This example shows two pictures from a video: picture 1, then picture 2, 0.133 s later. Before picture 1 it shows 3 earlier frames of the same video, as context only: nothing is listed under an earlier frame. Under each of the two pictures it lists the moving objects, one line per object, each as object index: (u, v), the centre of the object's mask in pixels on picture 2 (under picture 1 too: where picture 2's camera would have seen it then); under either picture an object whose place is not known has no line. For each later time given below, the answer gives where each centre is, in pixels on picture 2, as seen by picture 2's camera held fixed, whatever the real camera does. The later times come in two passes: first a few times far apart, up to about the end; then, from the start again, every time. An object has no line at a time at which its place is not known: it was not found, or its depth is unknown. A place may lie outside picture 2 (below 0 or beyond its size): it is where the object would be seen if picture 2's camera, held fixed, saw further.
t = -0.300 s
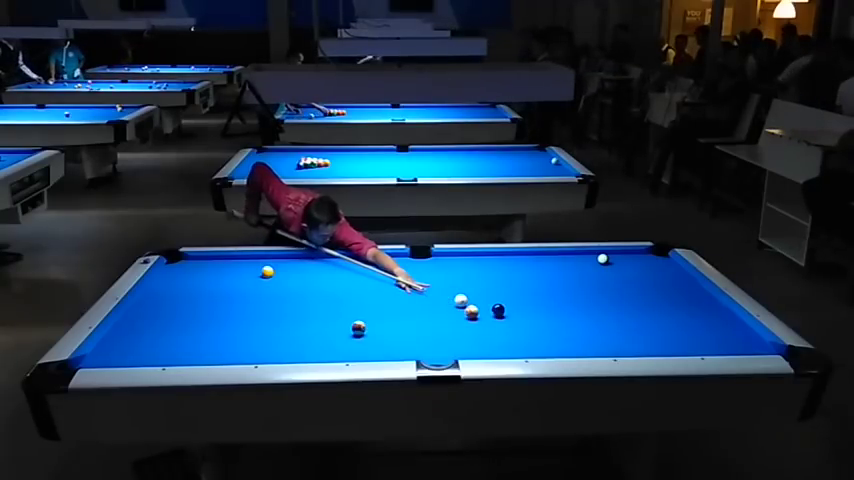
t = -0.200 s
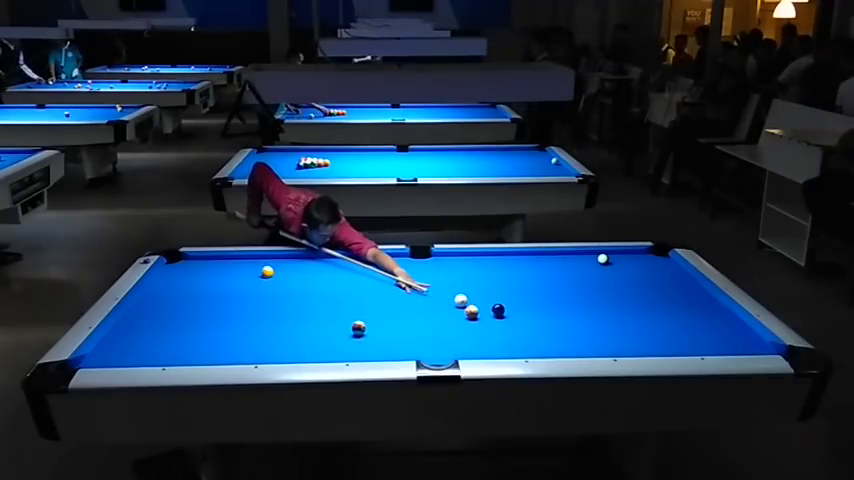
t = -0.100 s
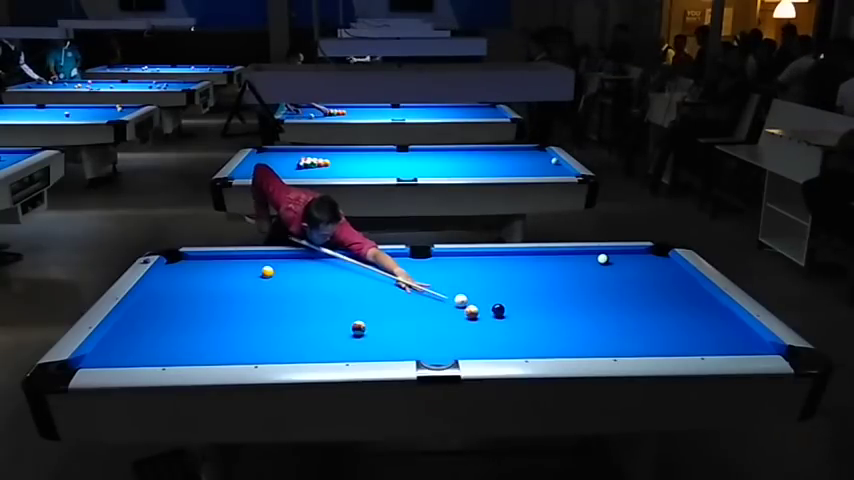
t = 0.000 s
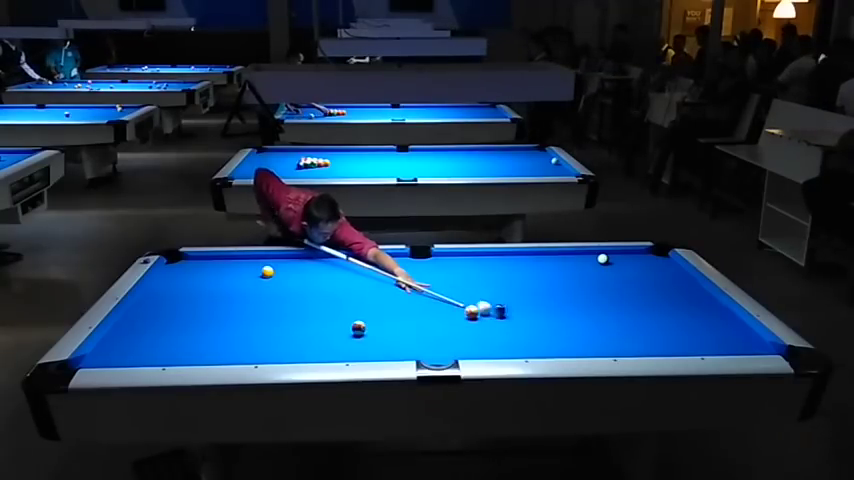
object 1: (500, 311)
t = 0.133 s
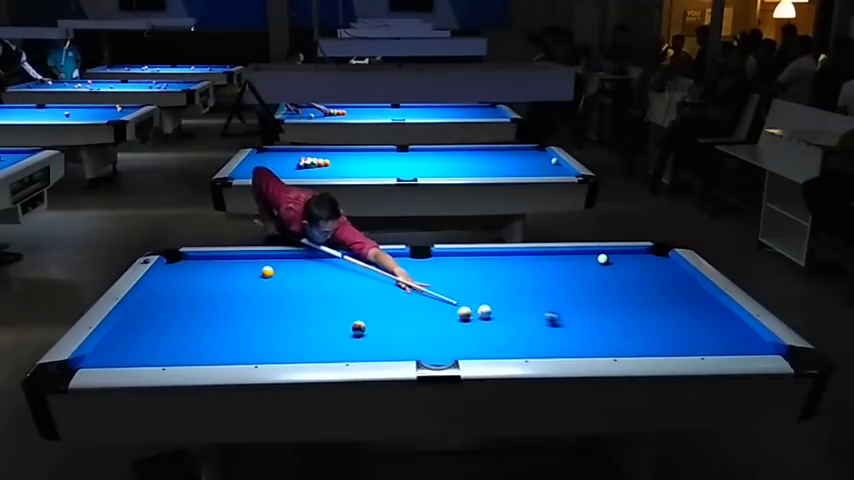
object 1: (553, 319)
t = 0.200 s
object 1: (578, 323)
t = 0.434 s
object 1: (659, 335)
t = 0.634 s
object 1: (728, 343)
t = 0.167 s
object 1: (566, 321)
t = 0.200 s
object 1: (578, 323)
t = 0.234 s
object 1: (590, 325)
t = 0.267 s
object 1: (601, 326)
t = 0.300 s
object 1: (612, 328)
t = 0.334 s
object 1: (624, 330)
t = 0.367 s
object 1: (635, 332)
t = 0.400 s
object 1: (648, 334)
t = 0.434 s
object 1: (659, 335)
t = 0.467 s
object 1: (671, 337)
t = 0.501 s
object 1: (683, 339)
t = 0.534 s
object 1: (695, 341)
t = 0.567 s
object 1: (706, 342)
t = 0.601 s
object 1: (718, 343)
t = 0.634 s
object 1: (728, 343)
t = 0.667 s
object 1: (741, 344)
